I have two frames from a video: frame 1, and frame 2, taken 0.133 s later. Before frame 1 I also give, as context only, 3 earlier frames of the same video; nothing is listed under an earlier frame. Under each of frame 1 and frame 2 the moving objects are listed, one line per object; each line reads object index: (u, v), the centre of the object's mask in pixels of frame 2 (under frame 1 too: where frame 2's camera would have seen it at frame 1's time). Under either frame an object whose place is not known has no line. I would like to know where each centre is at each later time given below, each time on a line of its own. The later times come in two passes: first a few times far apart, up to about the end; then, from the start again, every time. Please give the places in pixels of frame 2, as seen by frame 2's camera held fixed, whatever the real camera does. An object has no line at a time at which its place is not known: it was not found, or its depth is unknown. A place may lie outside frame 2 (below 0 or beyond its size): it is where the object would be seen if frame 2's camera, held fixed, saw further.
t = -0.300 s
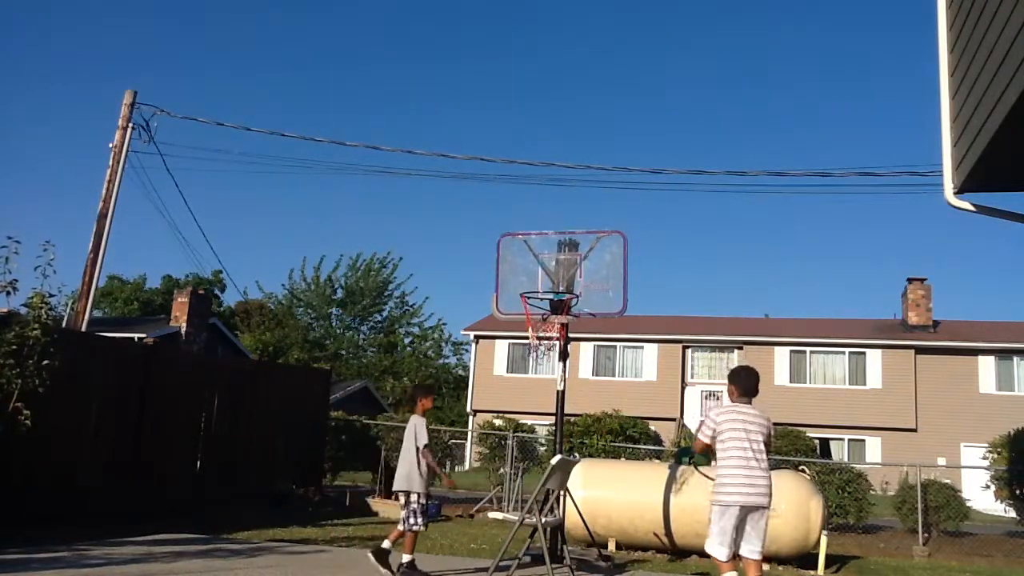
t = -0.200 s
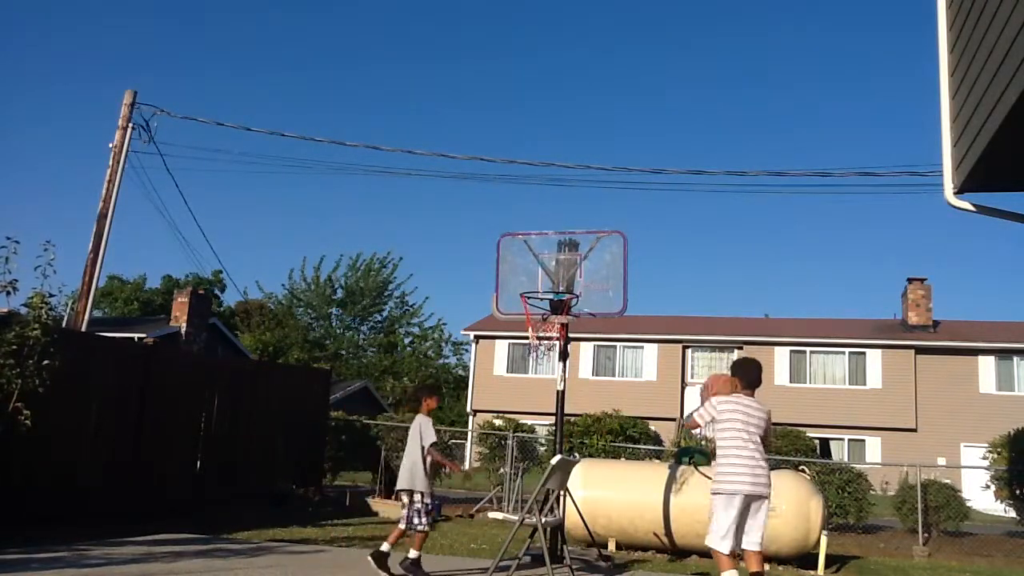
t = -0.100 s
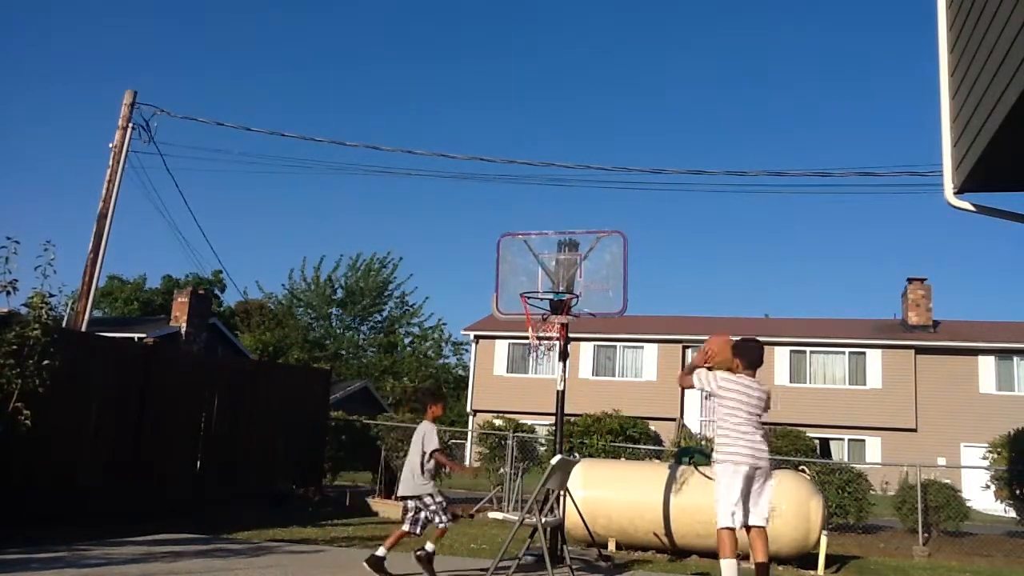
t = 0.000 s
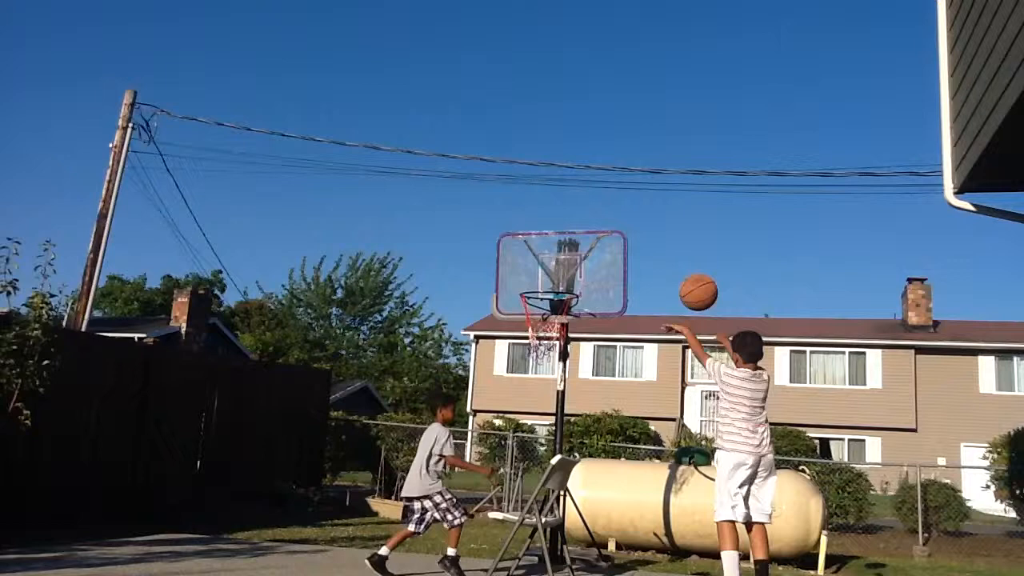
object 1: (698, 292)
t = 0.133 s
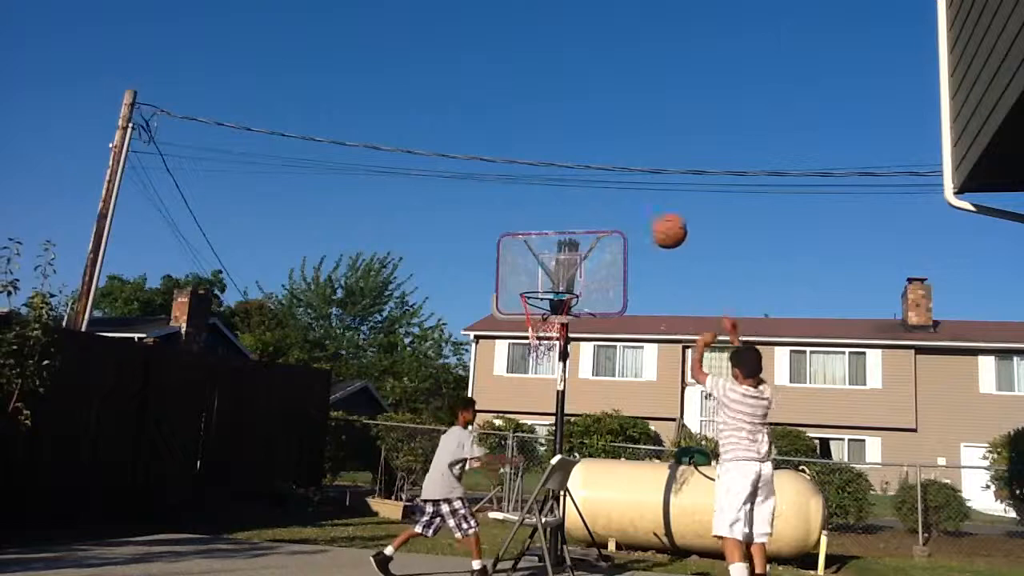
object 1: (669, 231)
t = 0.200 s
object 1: (656, 212)
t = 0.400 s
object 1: (618, 193)
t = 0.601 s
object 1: (583, 224)
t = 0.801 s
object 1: (554, 275)
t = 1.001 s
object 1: (540, 276)
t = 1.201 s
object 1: (533, 279)
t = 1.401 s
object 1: (534, 290)
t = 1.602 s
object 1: (543, 320)
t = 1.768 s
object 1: (550, 327)
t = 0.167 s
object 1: (662, 221)
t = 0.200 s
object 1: (656, 212)
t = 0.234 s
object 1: (649, 205)
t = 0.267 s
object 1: (643, 200)
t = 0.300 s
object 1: (636, 195)
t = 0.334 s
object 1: (630, 194)
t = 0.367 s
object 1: (624, 192)
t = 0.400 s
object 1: (618, 193)
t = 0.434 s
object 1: (612, 194)
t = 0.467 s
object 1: (606, 198)
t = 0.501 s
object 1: (600, 203)
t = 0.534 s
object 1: (594, 209)
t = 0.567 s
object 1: (589, 216)
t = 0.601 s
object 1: (583, 224)
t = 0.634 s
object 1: (577, 234)
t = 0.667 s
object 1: (573, 245)
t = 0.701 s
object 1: (566, 258)
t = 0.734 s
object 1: (561, 270)
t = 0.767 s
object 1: (556, 277)
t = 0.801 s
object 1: (554, 275)
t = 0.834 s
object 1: (552, 272)
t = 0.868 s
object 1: (549, 271)
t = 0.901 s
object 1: (547, 271)
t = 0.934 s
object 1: (545, 273)
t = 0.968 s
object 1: (542, 276)
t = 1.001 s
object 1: (540, 276)
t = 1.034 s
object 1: (539, 276)
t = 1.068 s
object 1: (537, 277)
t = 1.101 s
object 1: (536, 276)
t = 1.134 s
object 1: (535, 276)
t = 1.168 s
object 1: (535, 276)
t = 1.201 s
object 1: (533, 279)
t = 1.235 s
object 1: (533, 279)
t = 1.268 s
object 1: (533, 279)
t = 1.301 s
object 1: (533, 280)
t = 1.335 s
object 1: (533, 283)
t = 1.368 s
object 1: (533, 285)
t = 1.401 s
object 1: (534, 290)
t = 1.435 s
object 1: (535, 295)
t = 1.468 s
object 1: (535, 302)
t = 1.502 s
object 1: (536, 307)
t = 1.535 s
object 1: (538, 316)
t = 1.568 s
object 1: (540, 320)
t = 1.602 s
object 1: (543, 320)
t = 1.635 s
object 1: (545, 318)
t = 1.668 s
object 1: (548, 318)
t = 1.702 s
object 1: (548, 321)
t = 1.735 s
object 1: (549, 325)
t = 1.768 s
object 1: (550, 327)
